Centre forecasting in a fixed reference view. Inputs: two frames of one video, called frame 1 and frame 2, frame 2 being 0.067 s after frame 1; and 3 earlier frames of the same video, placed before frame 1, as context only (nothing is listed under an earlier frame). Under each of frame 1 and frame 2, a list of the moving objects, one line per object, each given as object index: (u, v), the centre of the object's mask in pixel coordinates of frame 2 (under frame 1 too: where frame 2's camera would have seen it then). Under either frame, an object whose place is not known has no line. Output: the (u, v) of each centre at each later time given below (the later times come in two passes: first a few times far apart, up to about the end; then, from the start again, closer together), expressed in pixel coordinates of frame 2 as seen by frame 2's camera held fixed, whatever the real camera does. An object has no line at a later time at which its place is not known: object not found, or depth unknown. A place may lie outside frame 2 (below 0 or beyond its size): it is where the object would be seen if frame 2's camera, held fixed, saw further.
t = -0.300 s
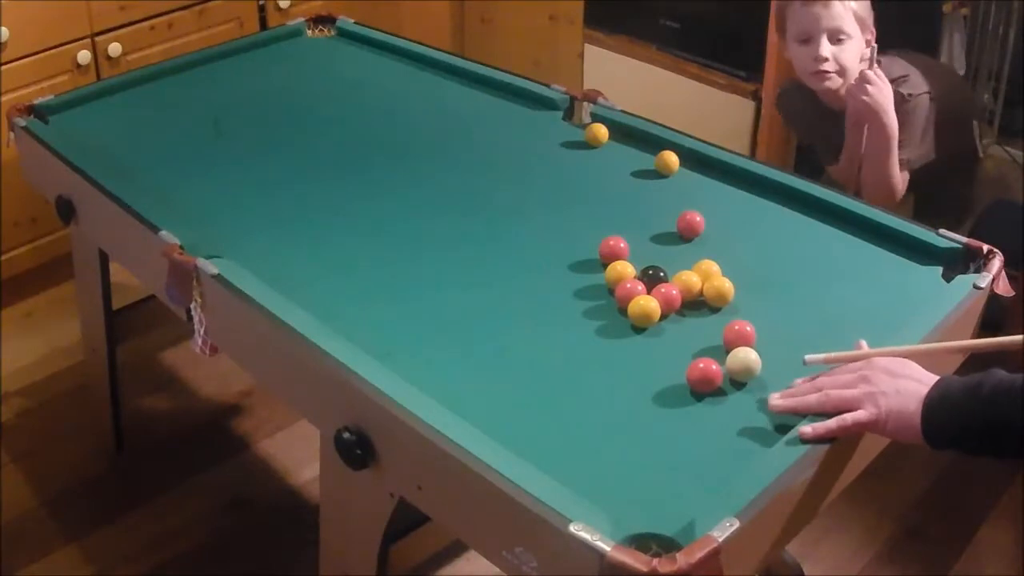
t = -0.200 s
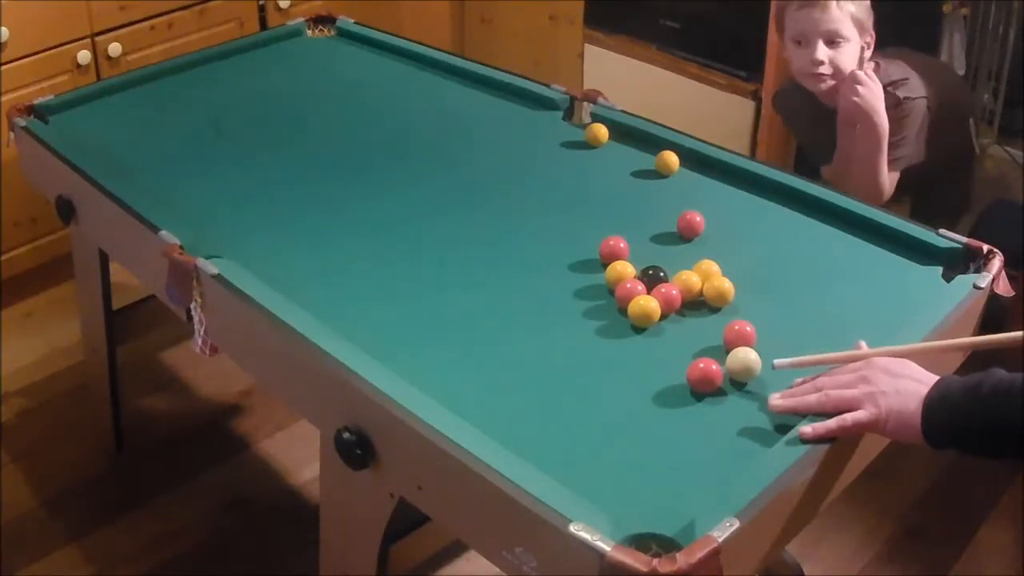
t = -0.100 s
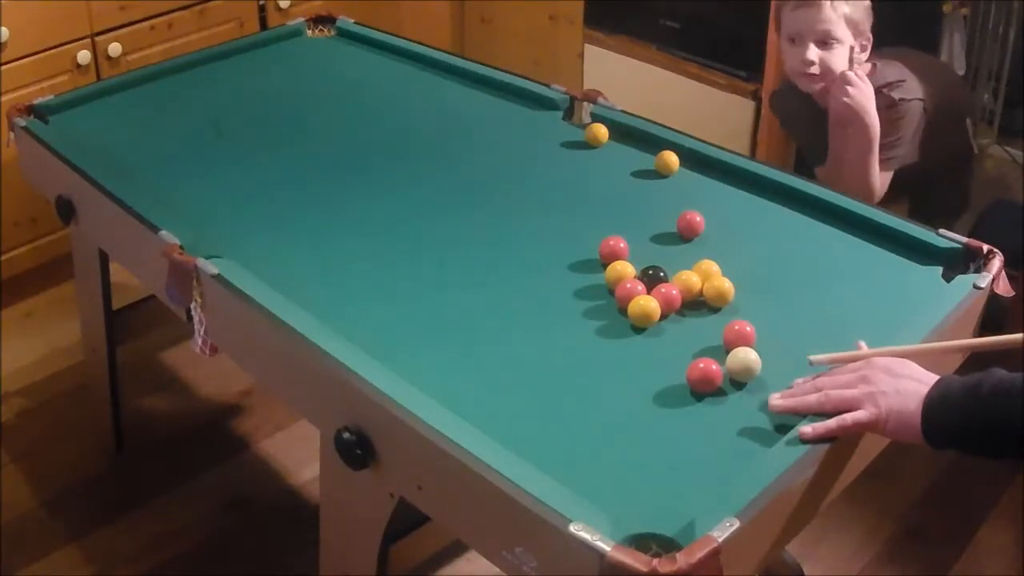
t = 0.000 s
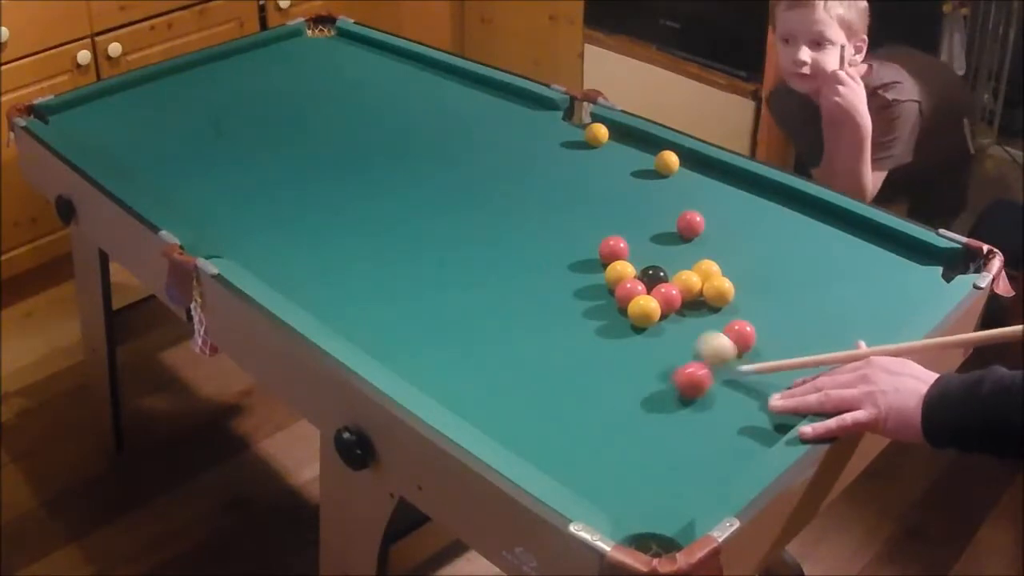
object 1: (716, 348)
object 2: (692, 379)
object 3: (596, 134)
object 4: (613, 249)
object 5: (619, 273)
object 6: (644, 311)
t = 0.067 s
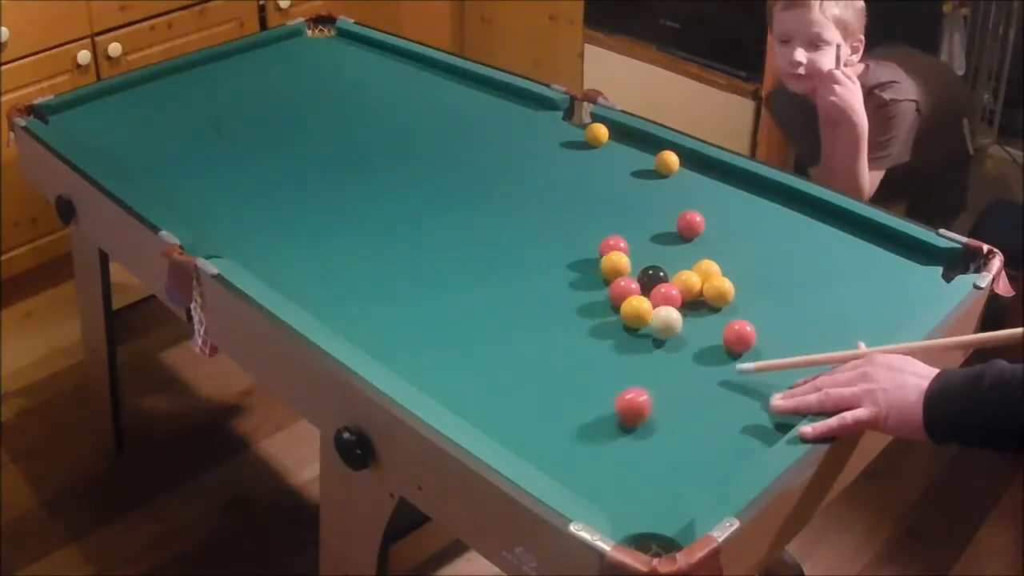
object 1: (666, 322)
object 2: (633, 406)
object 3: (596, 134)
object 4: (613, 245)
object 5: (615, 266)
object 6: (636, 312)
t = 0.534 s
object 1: (643, 320)
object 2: (559, 378)
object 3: (600, 124)
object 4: (585, 141)
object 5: (563, 250)
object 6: (529, 323)
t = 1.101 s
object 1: (641, 320)
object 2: (570, 308)
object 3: (540, 109)
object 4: (527, 124)
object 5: (533, 235)
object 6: (438, 328)
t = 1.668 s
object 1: (641, 320)
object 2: (569, 271)
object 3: (504, 97)
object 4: (493, 119)
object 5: (527, 229)
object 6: (385, 331)
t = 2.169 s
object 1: (641, 320)
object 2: (567, 254)
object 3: (487, 91)
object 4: (488, 118)
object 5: (527, 228)
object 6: (365, 330)
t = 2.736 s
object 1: (641, 320)
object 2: (566, 249)
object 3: (484, 88)
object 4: (488, 118)
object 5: (527, 228)
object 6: (365, 329)
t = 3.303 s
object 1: (641, 320)
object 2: (565, 248)
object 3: (483, 88)
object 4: (488, 119)
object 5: (527, 228)
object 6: (365, 329)
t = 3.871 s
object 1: (641, 321)
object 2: (565, 249)
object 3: (484, 88)
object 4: (488, 119)
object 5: (527, 228)
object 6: (365, 329)
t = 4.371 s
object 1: (640, 320)
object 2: (565, 248)
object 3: (484, 89)
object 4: (488, 118)
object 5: (528, 228)
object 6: (365, 329)
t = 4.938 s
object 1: (640, 320)
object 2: (565, 248)
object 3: (484, 88)
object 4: (488, 119)
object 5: (528, 228)
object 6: (365, 329)
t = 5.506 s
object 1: (640, 321)
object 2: (566, 248)
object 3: (484, 89)
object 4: (488, 119)
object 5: (528, 228)
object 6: (365, 329)
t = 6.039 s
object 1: (641, 320)
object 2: (566, 248)
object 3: (484, 88)
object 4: (488, 119)
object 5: (528, 228)
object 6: (365, 329)
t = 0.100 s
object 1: (662, 323)
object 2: (605, 419)
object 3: (596, 134)
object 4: (611, 236)
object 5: (610, 264)
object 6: (628, 313)
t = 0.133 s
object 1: (660, 323)
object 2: (579, 430)
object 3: (596, 134)
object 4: (608, 224)
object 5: (605, 264)
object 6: (619, 314)
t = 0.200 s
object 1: (656, 323)
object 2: (532, 447)
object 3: (596, 134)
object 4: (604, 203)
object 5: (597, 262)
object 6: (603, 316)
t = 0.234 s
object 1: (654, 322)
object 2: (538, 440)
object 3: (596, 134)
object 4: (602, 195)
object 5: (593, 260)
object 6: (595, 317)
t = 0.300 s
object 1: (650, 322)
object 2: (546, 422)
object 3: (596, 134)
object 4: (599, 179)
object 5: (585, 258)
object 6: (580, 319)
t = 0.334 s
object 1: (649, 321)
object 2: (548, 416)
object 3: (596, 134)
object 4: (598, 171)
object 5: (582, 257)
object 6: (572, 320)
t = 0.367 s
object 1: (648, 321)
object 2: (550, 409)
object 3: (596, 134)
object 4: (596, 163)
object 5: (578, 256)
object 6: (565, 320)
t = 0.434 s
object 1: (645, 321)
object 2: (554, 395)
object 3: (597, 132)
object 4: (593, 150)
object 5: (572, 253)
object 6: (550, 321)
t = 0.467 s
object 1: (644, 320)
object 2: (556, 389)
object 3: (598, 129)
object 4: (591, 144)
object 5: (569, 252)
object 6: (543, 322)
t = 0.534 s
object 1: (643, 320)
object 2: (559, 378)
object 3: (600, 124)
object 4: (585, 141)
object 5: (563, 250)
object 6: (529, 323)
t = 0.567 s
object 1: (642, 320)
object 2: (560, 372)
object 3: (596, 123)
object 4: (581, 139)
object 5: (560, 249)
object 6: (523, 323)
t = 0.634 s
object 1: (641, 320)
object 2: (562, 362)
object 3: (587, 122)
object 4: (574, 136)
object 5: (555, 247)
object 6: (510, 324)
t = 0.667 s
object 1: (641, 320)
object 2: (563, 357)
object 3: (583, 121)
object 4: (571, 134)
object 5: (553, 246)
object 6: (504, 324)
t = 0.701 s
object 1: (640, 320)
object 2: (564, 352)
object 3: (578, 121)
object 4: (568, 132)
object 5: (551, 245)
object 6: (498, 324)
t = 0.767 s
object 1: (641, 320)
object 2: (566, 344)
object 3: (572, 119)
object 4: (560, 130)
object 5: (547, 243)
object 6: (487, 325)
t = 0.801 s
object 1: (641, 320)
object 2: (567, 340)
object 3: (569, 117)
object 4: (557, 130)
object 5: (545, 242)
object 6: (481, 325)
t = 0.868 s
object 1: (641, 320)
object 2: (568, 332)
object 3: (562, 115)
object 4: (549, 128)
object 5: (542, 240)
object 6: (471, 325)
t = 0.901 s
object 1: (641, 320)
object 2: (568, 328)
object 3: (559, 114)
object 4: (546, 127)
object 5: (541, 239)
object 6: (466, 326)
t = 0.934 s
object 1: (641, 320)
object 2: (569, 324)
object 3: (555, 113)
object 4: (542, 127)
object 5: (539, 239)
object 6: (461, 326)
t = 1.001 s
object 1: (641, 320)
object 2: (569, 317)
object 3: (549, 112)
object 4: (536, 126)
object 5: (537, 237)
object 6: (452, 326)
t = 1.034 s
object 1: (641, 320)
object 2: (569, 314)
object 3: (546, 111)
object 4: (533, 126)
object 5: (536, 236)
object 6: (447, 327)
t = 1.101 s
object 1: (641, 320)
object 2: (570, 308)
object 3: (540, 109)
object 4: (527, 124)
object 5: (533, 235)
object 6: (438, 328)
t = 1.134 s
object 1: (641, 320)
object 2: (570, 305)
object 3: (538, 108)
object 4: (524, 124)
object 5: (532, 234)
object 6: (434, 328)
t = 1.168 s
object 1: (641, 320)
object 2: (570, 302)
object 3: (535, 107)
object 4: (522, 123)
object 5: (532, 234)
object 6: (430, 328)
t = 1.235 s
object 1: (641, 320)
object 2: (570, 297)
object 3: (530, 106)
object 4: (516, 122)
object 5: (530, 232)
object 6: (423, 329)
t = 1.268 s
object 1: (641, 320)
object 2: (570, 295)
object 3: (527, 105)
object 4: (514, 122)
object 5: (530, 232)
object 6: (419, 329)
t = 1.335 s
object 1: (641, 320)
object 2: (570, 290)
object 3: (523, 103)
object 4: (510, 121)
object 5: (529, 231)
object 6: (413, 330)
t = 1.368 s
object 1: (641, 320)
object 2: (570, 288)
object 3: (521, 103)
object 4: (507, 121)
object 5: (528, 230)
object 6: (409, 330)
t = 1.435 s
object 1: (641, 320)
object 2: (570, 283)
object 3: (517, 101)
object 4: (503, 121)
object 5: (527, 230)
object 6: (403, 330)
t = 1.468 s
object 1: (641, 320)
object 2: (570, 281)
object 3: (514, 101)
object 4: (502, 120)
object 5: (527, 230)
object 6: (400, 330)
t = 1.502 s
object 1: (641, 320)
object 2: (570, 280)
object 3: (512, 100)
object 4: (500, 120)
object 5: (527, 229)
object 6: (397, 331)
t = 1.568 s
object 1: (641, 320)
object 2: (570, 276)
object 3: (509, 99)
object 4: (497, 119)
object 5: (527, 229)
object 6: (392, 331)
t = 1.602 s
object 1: (641, 320)
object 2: (569, 274)
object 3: (507, 98)
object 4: (496, 119)
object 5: (527, 229)
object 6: (390, 331)
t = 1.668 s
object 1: (641, 320)
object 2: (569, 271)
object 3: (504, 97)
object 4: (493, 119)
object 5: (527, 229)
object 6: (385, 331)
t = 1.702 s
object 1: (641, 320)
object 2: (569, 269)
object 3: (502, 97)
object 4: (492, 119)
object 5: (527, 228)
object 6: (383, 331)
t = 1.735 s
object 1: (641, 320)
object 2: (569, 268)
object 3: (501, 97)
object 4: (491, 119)
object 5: (527, 228)
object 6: (381, 331)
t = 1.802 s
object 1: (641, 320)
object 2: (569, 265)
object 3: (498, 95)
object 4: (489, 119)
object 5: (527, 228)
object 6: (377, 331)
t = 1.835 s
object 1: (641, 320)
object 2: (569, 264)
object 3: (497, 95)
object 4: (489, 118)
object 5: (527, 228)
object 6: (375, 331)
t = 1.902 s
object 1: (641, 320)
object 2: (568, 261)
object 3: (495, 94)
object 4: (488, 118)
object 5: (527, 228)
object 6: (371, 331)
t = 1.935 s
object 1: (641, 320)
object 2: (568, 260)
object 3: (494, 94)
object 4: (488, 119)
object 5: (527, 228)
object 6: (370, 331)
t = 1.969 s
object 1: (641, 320)
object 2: (568, 260)
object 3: (493, 93)
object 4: (488, 118)
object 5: (527, 228)
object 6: (369, 331)
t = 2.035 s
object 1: (641, 320)
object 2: (568, 257)
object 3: (491, 92)
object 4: (488, 118)
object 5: (527, 228)
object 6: (367, 331)
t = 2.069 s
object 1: (641, 320)
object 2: (568, 257)
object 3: (490, 92)
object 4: (488, 118)
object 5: (527, 228)
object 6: (366, 330)
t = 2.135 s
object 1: (641, 320)
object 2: (568, 255)
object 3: (488, 92)
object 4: (488, 118)
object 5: (527, 228)
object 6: (365, 330)
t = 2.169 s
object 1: (641, 320)
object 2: (567, 254)
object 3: (487, 91)
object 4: (488, 118)
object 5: (527, 228)
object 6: (365, 330)
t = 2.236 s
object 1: (641, 320)
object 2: (567, 253)
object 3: (486, 91)
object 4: (488, 118)
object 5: (527, 228)
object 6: (365, 329)
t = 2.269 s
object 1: (641, 320)
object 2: (567, 252)
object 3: (485, 90)
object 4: (488, 118)
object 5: (527, 228)
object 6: (365, 329)
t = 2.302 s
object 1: (641, 320)
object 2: (567, 252)
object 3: (485, 90)
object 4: (488, 118)
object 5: (527, 228)
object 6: (365, 329)
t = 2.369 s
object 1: (641, 320)
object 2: (567, 251)
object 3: (484, 90)
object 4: (488, 118)
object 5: (527, 228)
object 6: (365, 329)
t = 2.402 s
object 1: (641, 320)
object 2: (567, 250)
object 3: (484, 89)
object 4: (488, 118)
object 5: (527, 228)
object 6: (365, 329)
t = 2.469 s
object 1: (641, 321)
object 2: (566, 250)
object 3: (483, 89)
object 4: (488, 118)
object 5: (527, 228)
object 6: (365, 329)
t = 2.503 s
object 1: (641, 320)
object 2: (566, 250)
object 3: (483, 89)
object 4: (488, 118)
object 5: (527, 228)
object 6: (365, 329)
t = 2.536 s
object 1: (641, 320)
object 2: (566, 249)
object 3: (483, 89)
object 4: (488, 118)
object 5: (527, 228)
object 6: (365, 329)
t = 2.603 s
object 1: (641, 320)
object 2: (566, 249)
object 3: (483, 89)
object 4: (488, 118)
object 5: (527, 228)
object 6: (365, 329)
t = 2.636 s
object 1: (641, 320)
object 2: (566, 249)
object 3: (484, 89)
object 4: (488, 118)
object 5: (527, 228)
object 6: (365, 329)
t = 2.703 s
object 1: (641, 320)
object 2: (566, 249)
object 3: (484, 88)
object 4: (488, 118)
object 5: (527, 228)
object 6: (365, 329)
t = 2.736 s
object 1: (641, 320)
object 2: (566, 249)
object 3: (484, 88)
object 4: (488, 118)
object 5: (527, 228)
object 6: (365, 329)
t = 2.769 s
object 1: (641, 320)
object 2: (566, 249)
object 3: (484, 88)
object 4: (488, 118)
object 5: (527, 228)
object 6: (365, 329)
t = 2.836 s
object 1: (641, 320)
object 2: (566, 249)
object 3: (484, 88)
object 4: (488, 118)
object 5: (527, 228)
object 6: (365, 329)
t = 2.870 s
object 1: (641, 320)
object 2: (565, 249)
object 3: (484, 88)
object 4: (488, 118)
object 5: (527, 228)
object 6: (365, 329)
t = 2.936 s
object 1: (641, 321)
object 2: (565, 248)
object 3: (484, 88)
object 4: (488, 119)
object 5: (527, 228)
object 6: (365, 329)
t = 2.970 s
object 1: (641, 321)
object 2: (565, 249)
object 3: (484, 88)
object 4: (488, 119)
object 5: (527, 228)
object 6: (365, 329)
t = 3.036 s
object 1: (641, 320)
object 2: (565, 249)
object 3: (484, 88)
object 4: (488, 119)
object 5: (527, 228)
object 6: (365, 329)
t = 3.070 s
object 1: (641, 320)
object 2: (565, 248)
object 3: (484, 88)
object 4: (489, 118)
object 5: (527, 228)
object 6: (365, 329)
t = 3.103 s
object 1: (641, 320)
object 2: (565, 248)
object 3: (484, 88)
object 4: (488, 118)
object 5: (527, 228)
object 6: (365, 329)
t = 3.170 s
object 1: (641, 321)
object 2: (565, 249)
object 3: (484, 89)
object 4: (488, 118)
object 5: (527, 228)
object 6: (365, 329)
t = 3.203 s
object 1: (641, 321)
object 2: (565, 248)
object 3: (483, 89)
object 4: (488, 119)
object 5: (527, 228)
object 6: (365, 329)
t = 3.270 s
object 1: (641, 321)
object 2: (565, 248)
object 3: (483, 88)
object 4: (488, 119)
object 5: (527, 228)
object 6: (365, 329)
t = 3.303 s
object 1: (641, 320)
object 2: (565, 248)
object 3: (483, 88)
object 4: (488, 119)
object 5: (527, 228)
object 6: (365, 329)
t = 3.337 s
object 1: (641, 321)
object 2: (565, 248)
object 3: (483, 88)
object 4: (488, 119)
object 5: (527, 228)
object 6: (365, 329)
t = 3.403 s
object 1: (641, 321)
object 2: (565, 248)
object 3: (483, 88)
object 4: (488, 119)
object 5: (527, 228)
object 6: (365, 329)
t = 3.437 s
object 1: (641, 320)
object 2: (565, 249)
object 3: (483, 88)
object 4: (488, 120)
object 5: (527, 228)
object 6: (365, 329)
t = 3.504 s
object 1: (641, 321)
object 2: (565, 249)
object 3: (483, 88)
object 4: (488, 119)
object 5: (527, 228)
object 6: (365, 329)
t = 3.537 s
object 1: (641, 321)
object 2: (565, 248)
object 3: (483, 88)
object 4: (488, 119)
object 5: (527, 228)
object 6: (365, 329)
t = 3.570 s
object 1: (641, 321)
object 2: (565, 248)
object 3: (483, 88)
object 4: (488, 119)
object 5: (527, 228)
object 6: (365, 329)
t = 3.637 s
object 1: (641, 321)
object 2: (565, 248)
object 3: (483, 88)
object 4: (488, 119)
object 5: (527, 228)
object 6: (365, 329)
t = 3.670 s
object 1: (641, 321)
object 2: (565, 249)
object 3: (483, 88)
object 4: (488, 120)
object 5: (527, 228)
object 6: (365, 329)
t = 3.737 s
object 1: (641, 320)
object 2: (565, 248)
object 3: (484, 88)
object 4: (488, 119)
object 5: (527, 228)
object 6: (365, 329)
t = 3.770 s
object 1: (641, 321)
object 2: (565, 248)
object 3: (484, 88)
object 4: (488, 119)
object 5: (527, 228)
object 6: (365, 329)
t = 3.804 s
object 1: (641, 321)
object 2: (565, 249)
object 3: (484, 89)
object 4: (488, 120)
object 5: (527, 228)
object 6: (365, 329)
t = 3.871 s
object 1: (641, 321)
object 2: (565, 249)
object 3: (484, 88)
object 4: (488, 119)
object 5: (527, 228)
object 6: (365, 329)
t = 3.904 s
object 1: (641, 321)
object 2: (565, 248)
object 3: (484, 89)
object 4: (488, 119)
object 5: (527, 228)
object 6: (365, 329)
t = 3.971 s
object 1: (641, 321)
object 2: (565, 248)
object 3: (484, 88)
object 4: (488, 119)
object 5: (527, 228)
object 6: (365, 329)
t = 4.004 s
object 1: (641, 321)
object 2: (565, 248)
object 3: (484, 88)
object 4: (488, 119)
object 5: (527, 228)
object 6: (365, 329)
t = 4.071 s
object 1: (641, 321)
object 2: (565, 248)
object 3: (484, 89)
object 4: (489, 119)
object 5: (527, 228)
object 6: (365, 329)
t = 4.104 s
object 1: (641, 321)
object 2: (565, 248)
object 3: (484, 89)
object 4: (489, 119)
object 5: (527, 228)
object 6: (365, 329)
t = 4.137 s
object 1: (641, 321)
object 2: (565, 248)
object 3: (484, 89)
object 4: (489, 118)
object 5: (527, 229)
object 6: (365, 329)
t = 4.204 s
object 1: (641, 321)
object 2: (565, 248)
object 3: (484, 88)
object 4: (489, 118)
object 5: (527, 229)
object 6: (365, 329)
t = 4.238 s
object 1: (641, 321)
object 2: (565, 248)
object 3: (484, 89)
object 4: (489, 118)
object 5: (527, 228)
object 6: (365, 329)
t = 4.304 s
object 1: (641, 321)
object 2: (565, 248)
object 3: (484, 88)
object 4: (488, 118)
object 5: (528, 229)
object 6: (365, 329)
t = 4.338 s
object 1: (641, 321)
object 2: (565, 248)
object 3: (484, 89)
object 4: (488, 118)
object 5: (527, 228)
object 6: (365, 329)
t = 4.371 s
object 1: (640, 320)
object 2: (565, 248)
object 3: (484, 89)
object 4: (488, 118)
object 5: (528, 228)
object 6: (365, 329)
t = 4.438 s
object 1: (640, 321)
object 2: (565, 248)
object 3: (484, 89)
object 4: (489, 118)
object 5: (527, 228)
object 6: (365, 329)
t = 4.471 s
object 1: (640, 321)
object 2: (565, 248)
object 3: (484, 89)
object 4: (489, 118)
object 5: (527, 228)
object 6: (365, 329)
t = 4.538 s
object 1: (640, 321)
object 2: (565, 248)
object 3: (484, 89)
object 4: (489, 118)
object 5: (527, 228)
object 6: (364, 328)
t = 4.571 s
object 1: (640, 320)
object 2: (565, 248)
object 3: (484, 89)
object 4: (489, 118)
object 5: (527, 228)
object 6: (365, 329)
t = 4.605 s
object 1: (640, 320)
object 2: (565, 248)
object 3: (484, 89)
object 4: (489, 118)
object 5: (527, 227)
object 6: (364, 329)
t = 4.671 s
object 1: (640, 321)
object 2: (565, 248)
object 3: (484, 89)
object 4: (488, 119)
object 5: (527, 228)
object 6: (364, 328)
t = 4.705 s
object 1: (640, 321)
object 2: (565, 248)
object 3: (484, 89)
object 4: (488, 119)
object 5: (527, 228)
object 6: (364, 328)
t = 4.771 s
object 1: (640, 320)
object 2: (565, 248)
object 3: (484, 88)
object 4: (488, 119)
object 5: (528, 227)
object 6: (365, 328)
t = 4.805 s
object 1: (640, 320)
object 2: (565, 248)
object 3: (484, 89)
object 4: (488, 119)
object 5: (528, 228)
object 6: (365, 329)
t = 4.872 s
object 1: (640, 321)
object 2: (565, 248)
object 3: (484, 88)
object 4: (488, 119)
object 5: (528, 227)
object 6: (365, 329)
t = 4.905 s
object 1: (640, 320)
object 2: (565, 248)
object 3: (483, 89)
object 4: (488, 119)
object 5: (528, 227)
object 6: (365, 329)
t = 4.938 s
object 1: (640, 320)
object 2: (565, 248)
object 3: (484, 88)
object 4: (488, 119)
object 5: (528, 228)
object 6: (365, 329)
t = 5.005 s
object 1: (641, 321)
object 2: (565, 248)
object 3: (483, 88)
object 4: (488, 119)
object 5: (527, 228)
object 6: (365, 329)
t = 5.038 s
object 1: (641, 321)
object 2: (565, 248)
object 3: (484, 89)
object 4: (488, 119)
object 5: (527, 228)
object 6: (365, 329)
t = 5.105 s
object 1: (641, 320)
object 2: (565, 248)
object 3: (484, 89)
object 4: (488, 119)
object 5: (528, 228)
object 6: (365, 329)
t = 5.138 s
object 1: (641, 321)
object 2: (566, 248)
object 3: (483, 89)
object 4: (488, 119)
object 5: (528, 228)
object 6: (365, 329)
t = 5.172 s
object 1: (641, 320)
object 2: (566, 248)
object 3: (483, 89)
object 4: (488, 119)
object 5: (528, 228)
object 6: (365, 329)
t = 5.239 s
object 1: (641, 321)
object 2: (566, 248)
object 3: (483, 89)
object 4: (488, 119)
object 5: (528, 228)
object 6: (365, 329)
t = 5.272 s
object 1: (641, 321)
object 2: (566, 248)
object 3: (483, 89)
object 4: (488, 119)
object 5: (528, 228)
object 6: (365, 329)
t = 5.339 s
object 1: (641, 321)
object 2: (566, 248)
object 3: (483, 89)
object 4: (488, 119)
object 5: (528, 228)
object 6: (365, 329)
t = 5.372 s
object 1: (641, 321)
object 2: (566, 248)
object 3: (484, 89)
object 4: (488, 119)
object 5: (528, 228)
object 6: (365, 329)
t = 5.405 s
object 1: (641, 321)
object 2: (566, 248)
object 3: (484, 89)
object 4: (488, 119)
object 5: (528, 228)
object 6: (365, 329)
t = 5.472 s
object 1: (641, 321)
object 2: (566, 248)
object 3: (484, 89)
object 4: (488, 119)
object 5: (528, 228)
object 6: (365, 329)
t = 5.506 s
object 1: (640, 321)
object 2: (566, 248)
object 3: (484, 89)
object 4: (488, 119)
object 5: (528, 228)
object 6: (365, 329)
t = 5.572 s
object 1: (640, 321)
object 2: (566, 248)
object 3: (483, 89)
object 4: (488, 119)
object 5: (528, 228)
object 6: (365, 329)
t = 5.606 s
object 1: (641, 320)
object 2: (566, 248)
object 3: (483, 89)
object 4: (488, 119)
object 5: (528, 228)
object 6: (365, 329)
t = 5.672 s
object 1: (641, 321)
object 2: (566, 248)
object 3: (484, 89)
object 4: (488, 119)
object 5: (528, 228)
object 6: (365, 329)
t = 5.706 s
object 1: (641, 321)
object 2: (565, 248)
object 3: (484, 89)
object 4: (488, 119)
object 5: (528, 228)
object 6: (365, 329)
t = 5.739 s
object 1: (641, 321)
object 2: (565, 248)
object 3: (484, 88)
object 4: (488, 119)
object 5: (528, 228)
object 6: (365, 329)
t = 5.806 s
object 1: (641, 320)
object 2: (565, 248)
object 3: (484, 88)
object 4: (488, 119)
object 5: (528, 228)
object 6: (365, 329)
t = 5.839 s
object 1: (641, 320)
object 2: (565, 248)
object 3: (484, 88)
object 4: (488, 119)
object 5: (527, 228)
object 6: (365, 329)
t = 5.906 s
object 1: (641, 320)
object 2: (566, 248)
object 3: (484, 88)
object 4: (488, 119)
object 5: (528, 228)
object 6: (365, 329)
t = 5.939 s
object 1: (641, 320)
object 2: (566, 248)
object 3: (484, 88)
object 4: (488, 119)
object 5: (527, 228)
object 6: (365, 329)
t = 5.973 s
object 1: (641, 320)
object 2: (566, 248)
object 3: (484, 88)
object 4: (488, 119)
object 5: (528, 228)
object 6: (365, 329)
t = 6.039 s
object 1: (641, 320)
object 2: (566, 248)
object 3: (484, 88)
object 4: (488, 119)
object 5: (528, 228)
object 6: (365, 329)
